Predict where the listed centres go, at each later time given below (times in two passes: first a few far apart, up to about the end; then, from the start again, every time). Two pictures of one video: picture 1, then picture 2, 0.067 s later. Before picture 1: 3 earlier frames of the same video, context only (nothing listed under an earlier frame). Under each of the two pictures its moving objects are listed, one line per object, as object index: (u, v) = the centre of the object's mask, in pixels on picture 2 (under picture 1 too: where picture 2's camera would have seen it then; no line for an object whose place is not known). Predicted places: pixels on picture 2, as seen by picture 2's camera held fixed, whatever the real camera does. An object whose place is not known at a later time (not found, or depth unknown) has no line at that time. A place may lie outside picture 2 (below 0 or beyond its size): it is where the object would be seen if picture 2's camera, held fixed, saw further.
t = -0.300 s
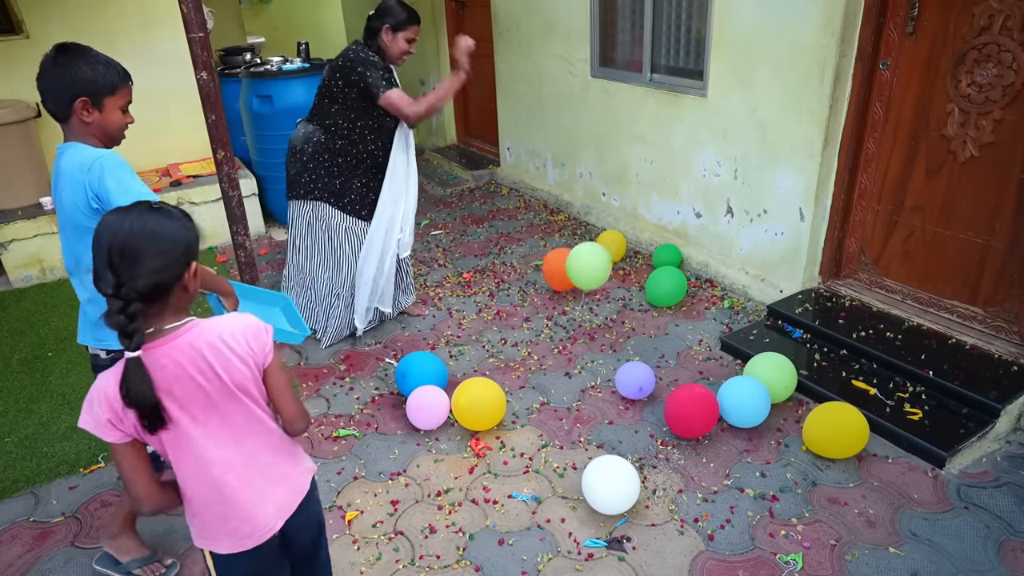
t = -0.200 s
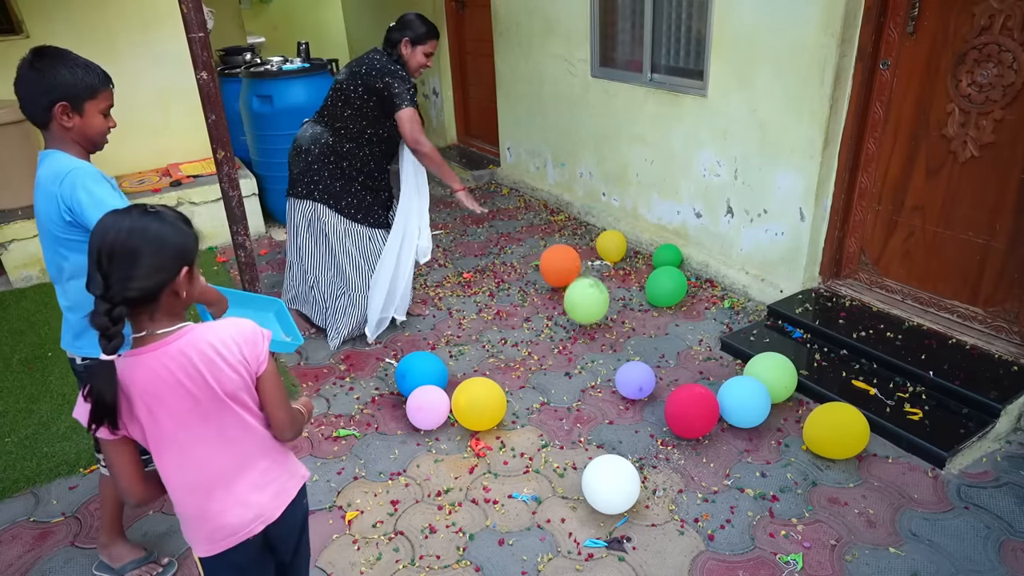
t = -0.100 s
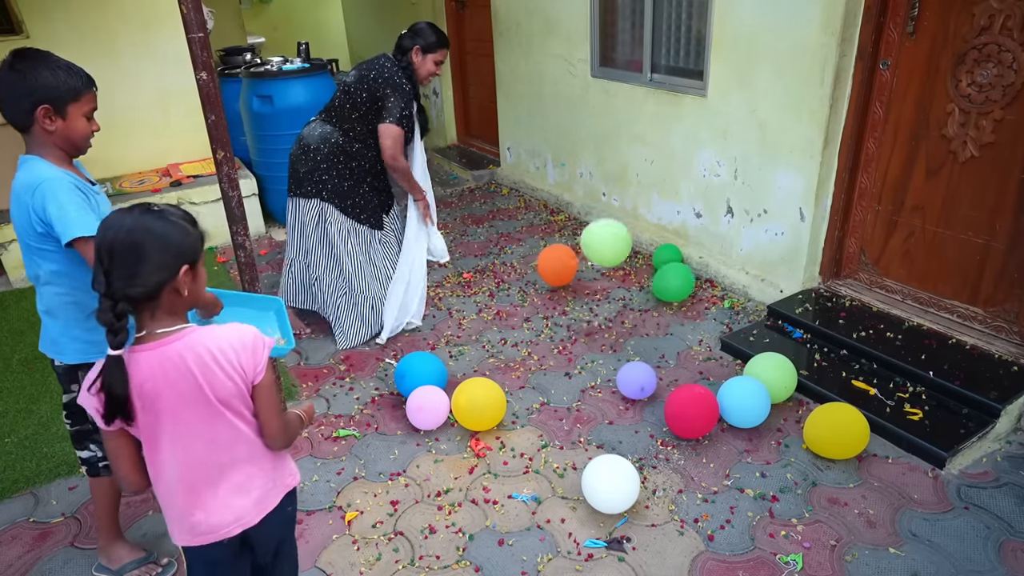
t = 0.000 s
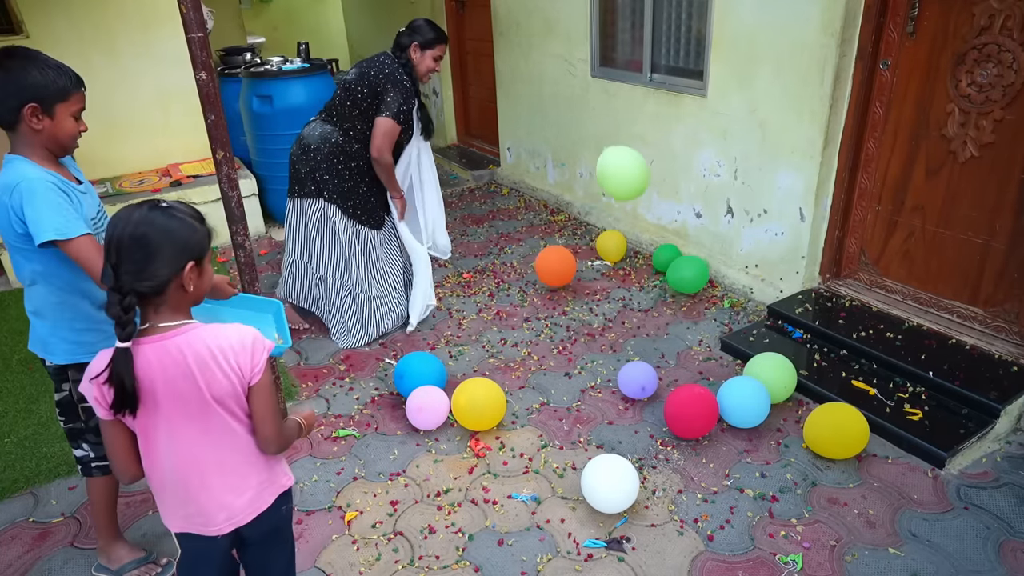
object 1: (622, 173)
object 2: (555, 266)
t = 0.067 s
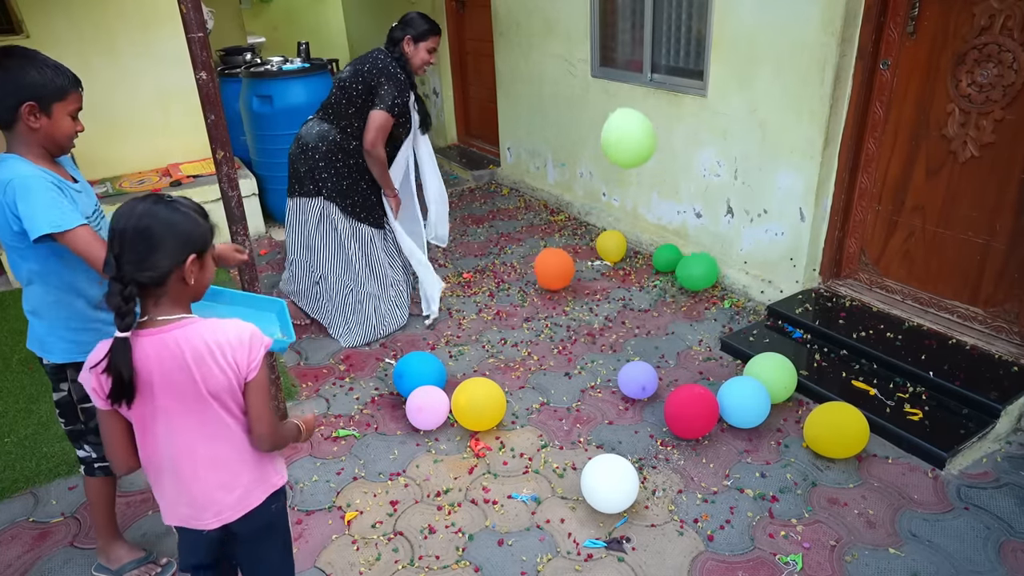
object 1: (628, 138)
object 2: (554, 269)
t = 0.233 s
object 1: (630, 91)
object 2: (549, 267)
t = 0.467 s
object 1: (623, 83)
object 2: (542, 269)
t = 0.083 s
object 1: (629, 130)
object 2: (553, 269)
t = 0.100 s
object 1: (629, 126)
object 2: (553, 270)
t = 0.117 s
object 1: (630, 119)
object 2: (552, 270)
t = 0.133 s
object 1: (630, 113)
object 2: (552, 269)
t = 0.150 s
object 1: (630, 111)
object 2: (551, 269)
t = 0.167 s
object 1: (630, 104)
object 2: (550, 268)
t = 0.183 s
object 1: (630, 100)
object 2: (550, 268)
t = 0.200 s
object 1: (630, 98)
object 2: (550, 268)
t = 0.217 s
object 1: (630, 94)
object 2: (549, 268)
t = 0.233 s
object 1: (630, 91)
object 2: (549, 267)
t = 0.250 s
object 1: (630, 90)
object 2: (549, 267)
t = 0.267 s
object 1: (629, 87)
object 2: (548, 267)
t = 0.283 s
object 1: (629, 86)
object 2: (548, 267)
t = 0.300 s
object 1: (628, 85)
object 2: (547, 267)
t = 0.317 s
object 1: (627, 84)
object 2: (546, 267)
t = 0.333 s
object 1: (627, 83)
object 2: (545, 268)
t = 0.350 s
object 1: (627, 83)
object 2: (545, 268)
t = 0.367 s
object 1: (625, 82)
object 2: (545, 268)
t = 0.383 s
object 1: (626, 82)
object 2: (544, 268)
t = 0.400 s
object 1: (625, 82)
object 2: (544, 268)
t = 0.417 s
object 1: (624, 82)
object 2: (543, 268)
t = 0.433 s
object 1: (625, 83)
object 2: (543, 269)
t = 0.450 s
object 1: (624, 83)
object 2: (542, 269)
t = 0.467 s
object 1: (623, 83)
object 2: (542, 269)
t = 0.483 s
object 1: (623, 84)
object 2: (541, 269)
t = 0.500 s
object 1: (623, 85)
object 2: (541, 269)
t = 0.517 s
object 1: (624, 86)
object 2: (540, 269)
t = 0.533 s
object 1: (624, 87)
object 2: (539, 269)
